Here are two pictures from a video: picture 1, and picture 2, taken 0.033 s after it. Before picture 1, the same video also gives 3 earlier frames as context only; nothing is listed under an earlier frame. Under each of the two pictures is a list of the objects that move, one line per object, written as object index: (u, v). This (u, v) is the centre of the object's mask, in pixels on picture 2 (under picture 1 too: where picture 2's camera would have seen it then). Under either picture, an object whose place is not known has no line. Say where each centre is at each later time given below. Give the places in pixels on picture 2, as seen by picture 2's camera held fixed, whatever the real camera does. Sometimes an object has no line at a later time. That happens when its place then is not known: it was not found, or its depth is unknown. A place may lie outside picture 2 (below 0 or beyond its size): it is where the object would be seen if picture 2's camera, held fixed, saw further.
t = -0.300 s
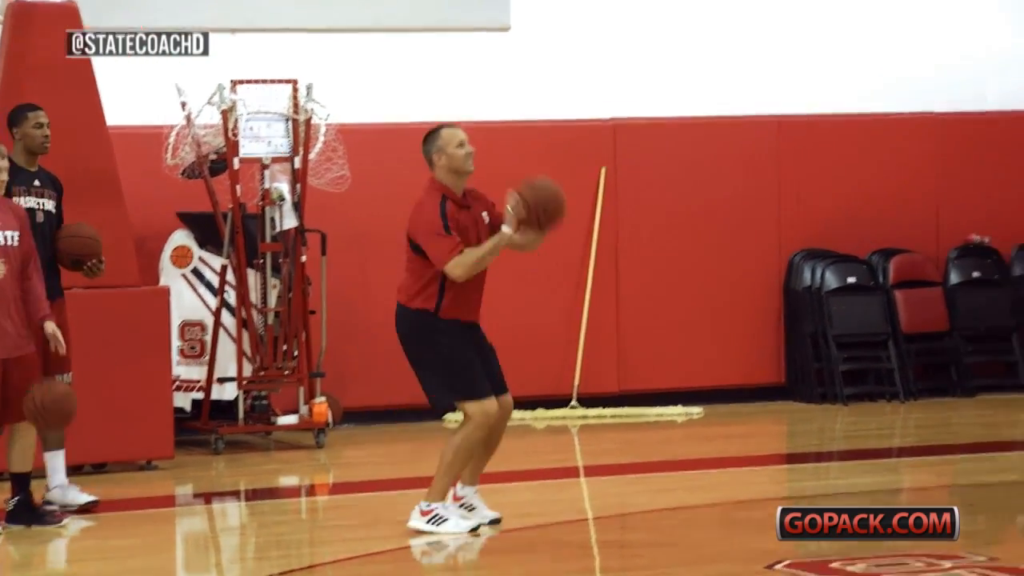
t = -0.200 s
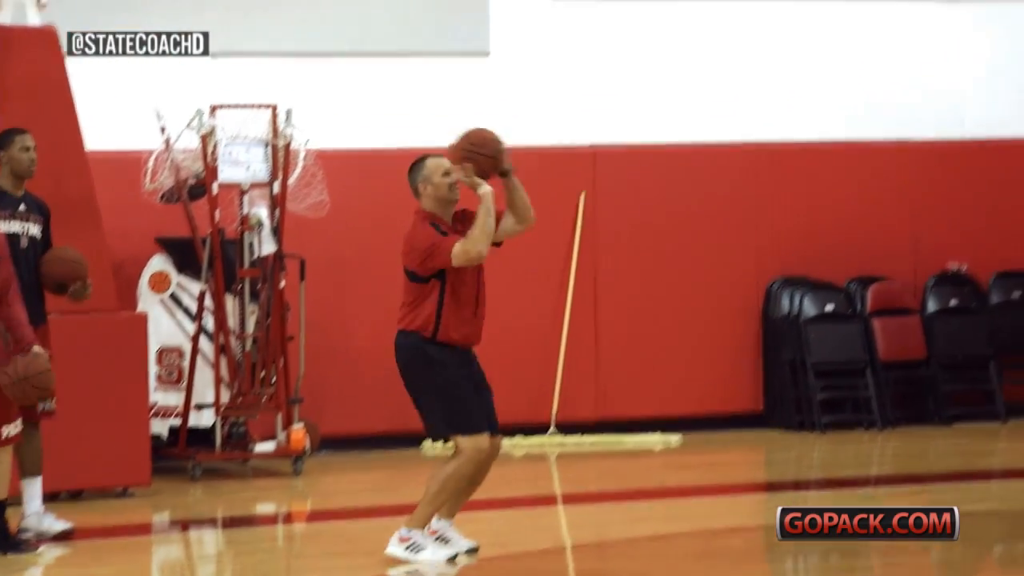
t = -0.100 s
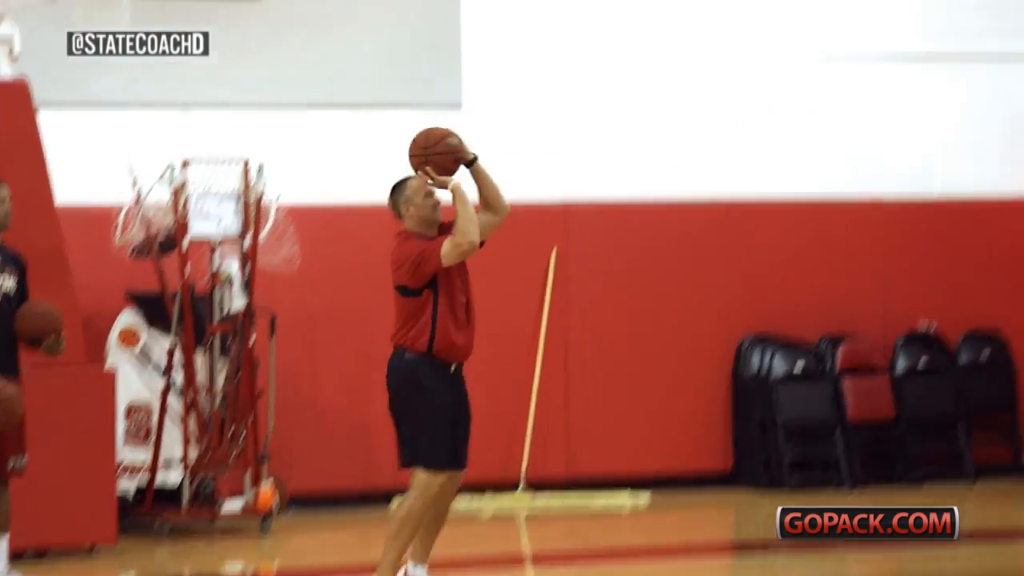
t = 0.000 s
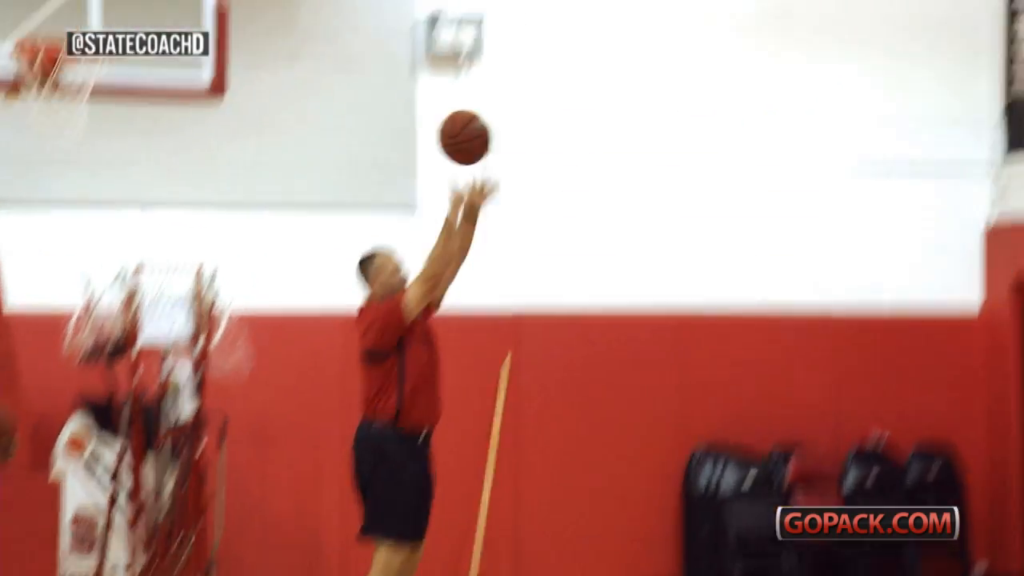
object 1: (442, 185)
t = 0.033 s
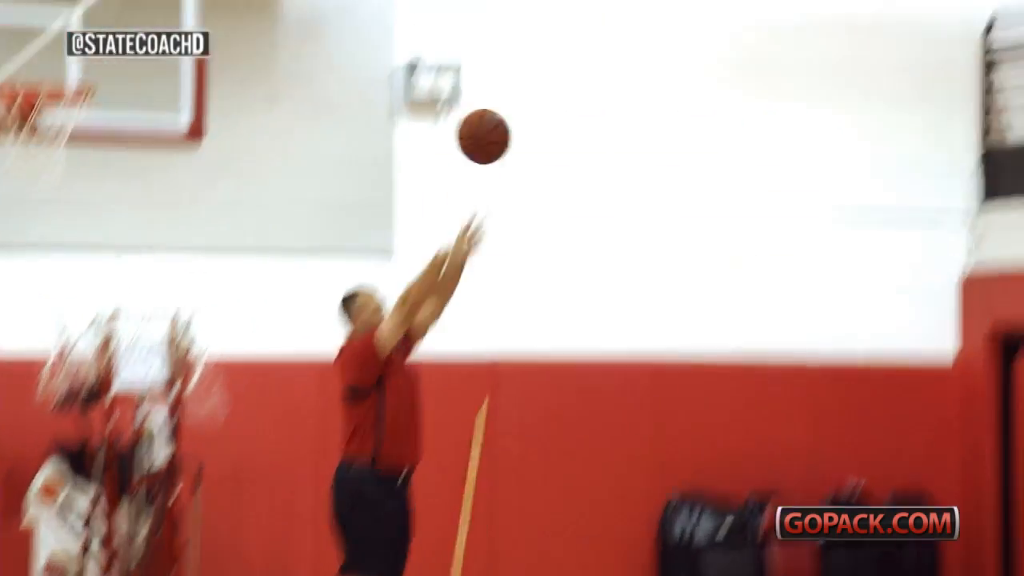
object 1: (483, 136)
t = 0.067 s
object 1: (525, 91)
